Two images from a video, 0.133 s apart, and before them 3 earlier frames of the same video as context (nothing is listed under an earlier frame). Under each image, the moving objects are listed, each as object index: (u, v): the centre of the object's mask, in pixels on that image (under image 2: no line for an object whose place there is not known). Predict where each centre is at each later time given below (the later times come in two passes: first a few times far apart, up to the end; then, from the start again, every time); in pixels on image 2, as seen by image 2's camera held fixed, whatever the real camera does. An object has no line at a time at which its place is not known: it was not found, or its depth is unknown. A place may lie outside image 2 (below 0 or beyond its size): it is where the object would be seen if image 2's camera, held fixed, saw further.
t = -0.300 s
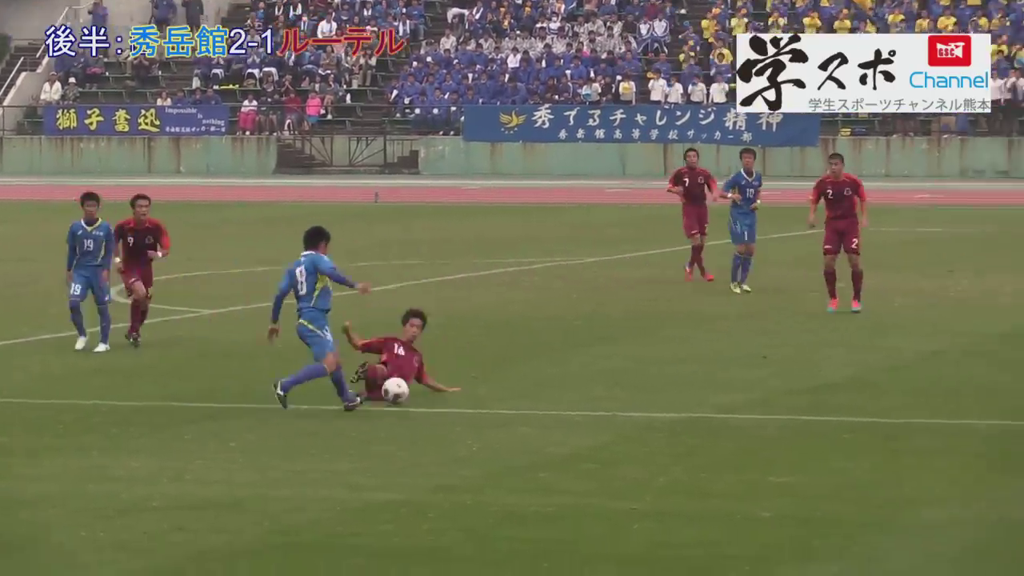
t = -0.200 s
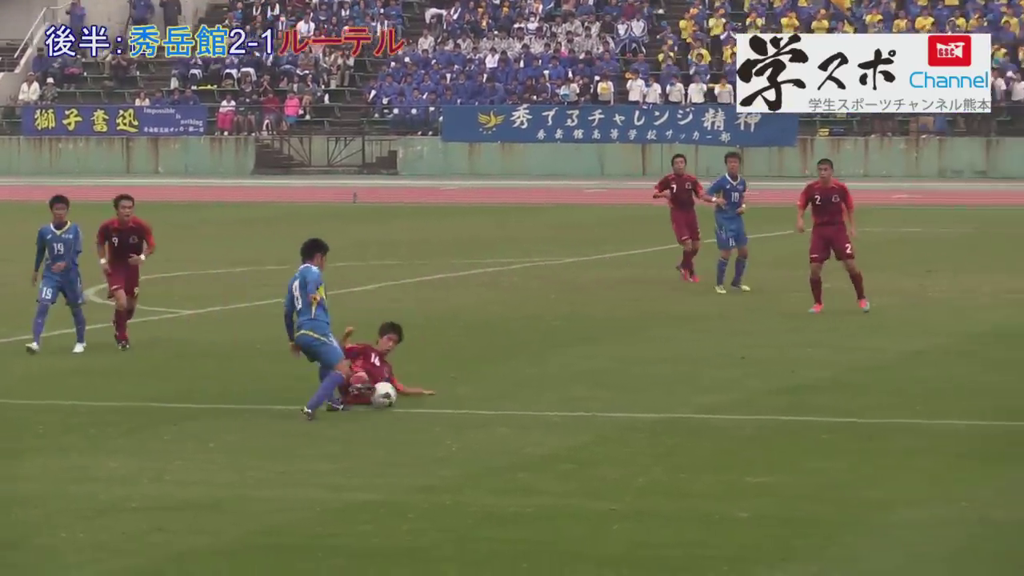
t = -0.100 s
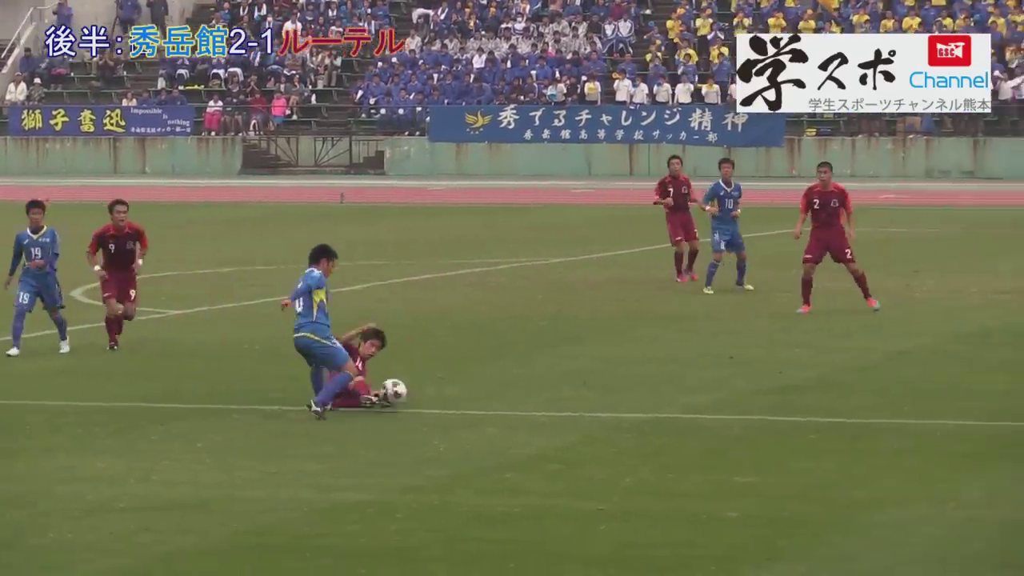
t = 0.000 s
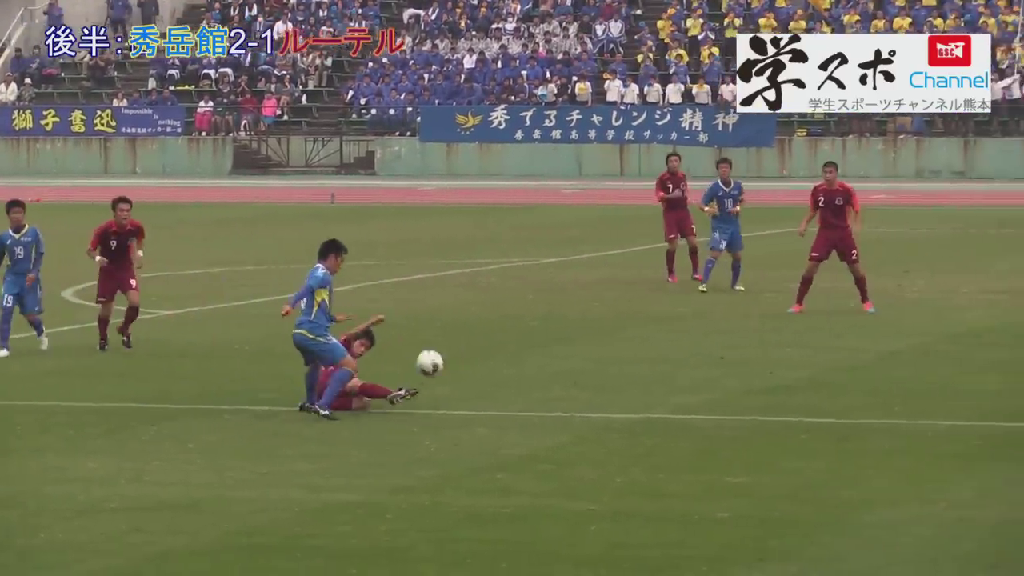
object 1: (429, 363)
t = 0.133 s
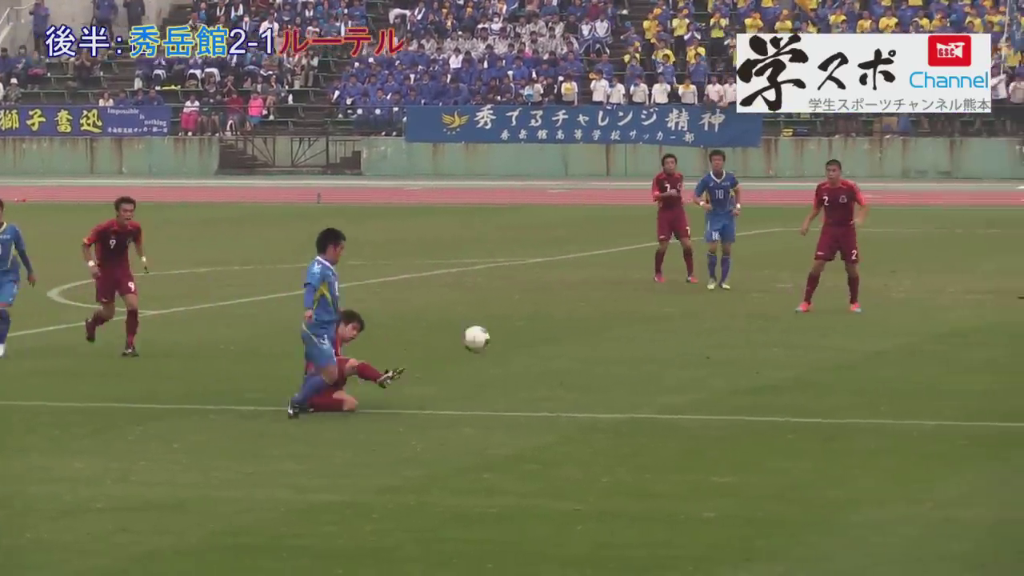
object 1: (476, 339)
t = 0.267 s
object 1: (537, 335)
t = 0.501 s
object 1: (644, 384)
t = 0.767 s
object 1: (732, 380)
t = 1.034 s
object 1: (813, 405)
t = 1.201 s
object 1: (865, 410)
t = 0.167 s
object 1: (491, 337)
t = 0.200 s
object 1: (506, 335)
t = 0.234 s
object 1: (522, 334)
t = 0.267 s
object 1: (537, 335)
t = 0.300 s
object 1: (553, 339)
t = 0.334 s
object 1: (568, 344)
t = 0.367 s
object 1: (583, 349)
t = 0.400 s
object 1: (598, 356)
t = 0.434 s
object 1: (613, 363)
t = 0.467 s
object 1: (628, 372)
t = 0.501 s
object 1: (644, 384)
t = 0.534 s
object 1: (659, 396)
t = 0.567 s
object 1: (673, 404)
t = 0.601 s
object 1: (683, 395)
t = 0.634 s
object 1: (694, 390)
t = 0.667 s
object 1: (704, 386)
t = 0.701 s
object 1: (713, 383)
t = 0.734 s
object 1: (723, 381)
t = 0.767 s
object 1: (732, 380)
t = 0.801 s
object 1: (743, 378)
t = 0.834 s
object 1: (753, 381)
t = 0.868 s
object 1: (763, 385)
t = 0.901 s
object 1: (773, 390)
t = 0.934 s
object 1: (783, 397)
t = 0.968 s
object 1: (792, 404)
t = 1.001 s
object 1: (802, 410)
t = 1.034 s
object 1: (813, 405)
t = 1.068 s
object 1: (823, 404)
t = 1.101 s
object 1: (833, 403)
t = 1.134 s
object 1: (843, 404)
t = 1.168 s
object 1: (854, 407)
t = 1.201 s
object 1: (865, 410)
